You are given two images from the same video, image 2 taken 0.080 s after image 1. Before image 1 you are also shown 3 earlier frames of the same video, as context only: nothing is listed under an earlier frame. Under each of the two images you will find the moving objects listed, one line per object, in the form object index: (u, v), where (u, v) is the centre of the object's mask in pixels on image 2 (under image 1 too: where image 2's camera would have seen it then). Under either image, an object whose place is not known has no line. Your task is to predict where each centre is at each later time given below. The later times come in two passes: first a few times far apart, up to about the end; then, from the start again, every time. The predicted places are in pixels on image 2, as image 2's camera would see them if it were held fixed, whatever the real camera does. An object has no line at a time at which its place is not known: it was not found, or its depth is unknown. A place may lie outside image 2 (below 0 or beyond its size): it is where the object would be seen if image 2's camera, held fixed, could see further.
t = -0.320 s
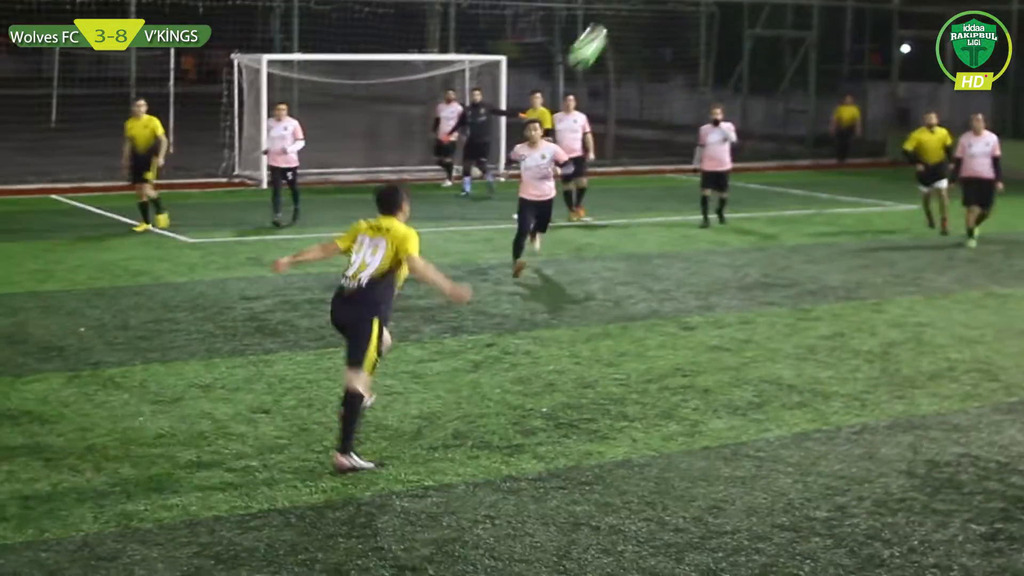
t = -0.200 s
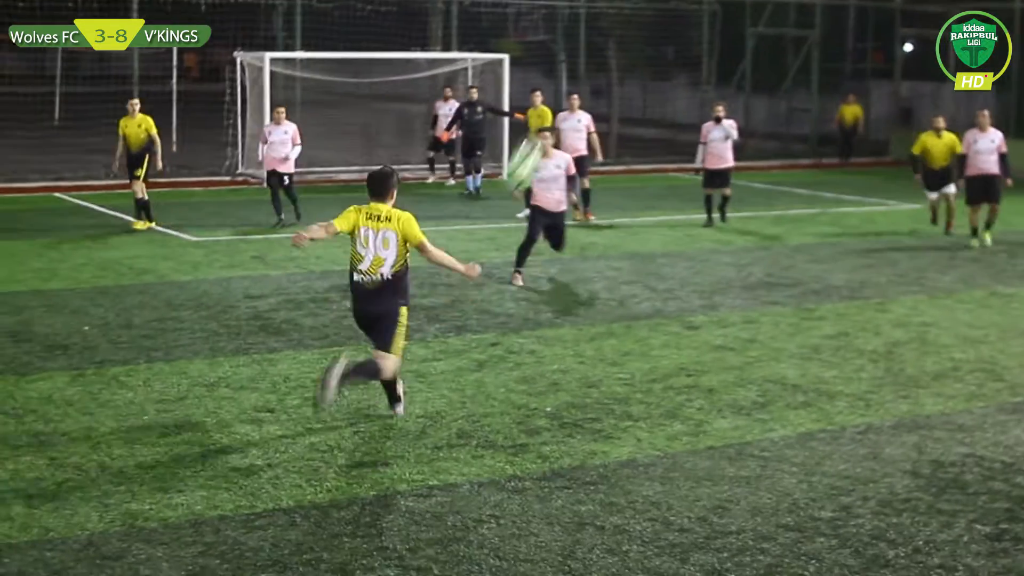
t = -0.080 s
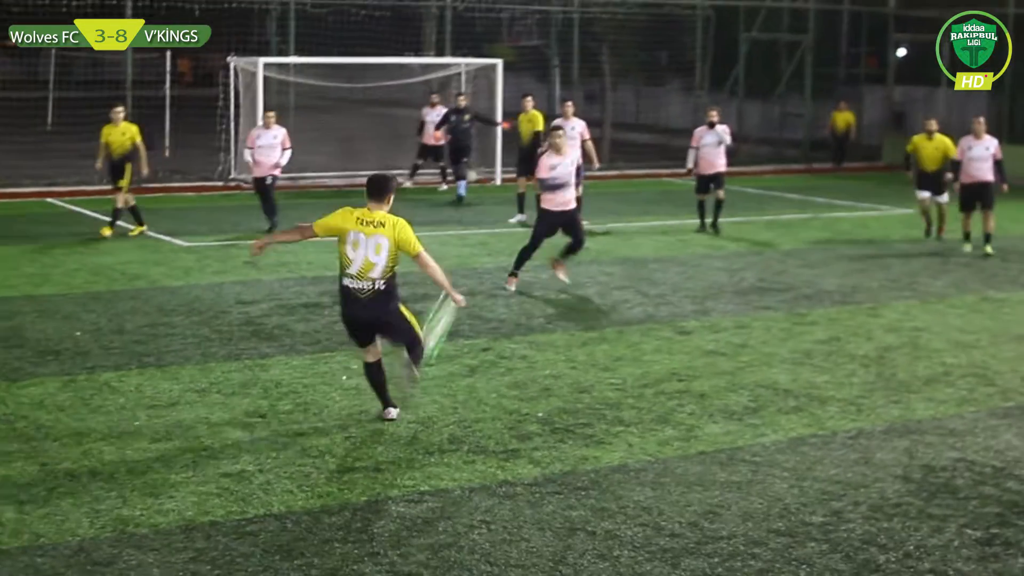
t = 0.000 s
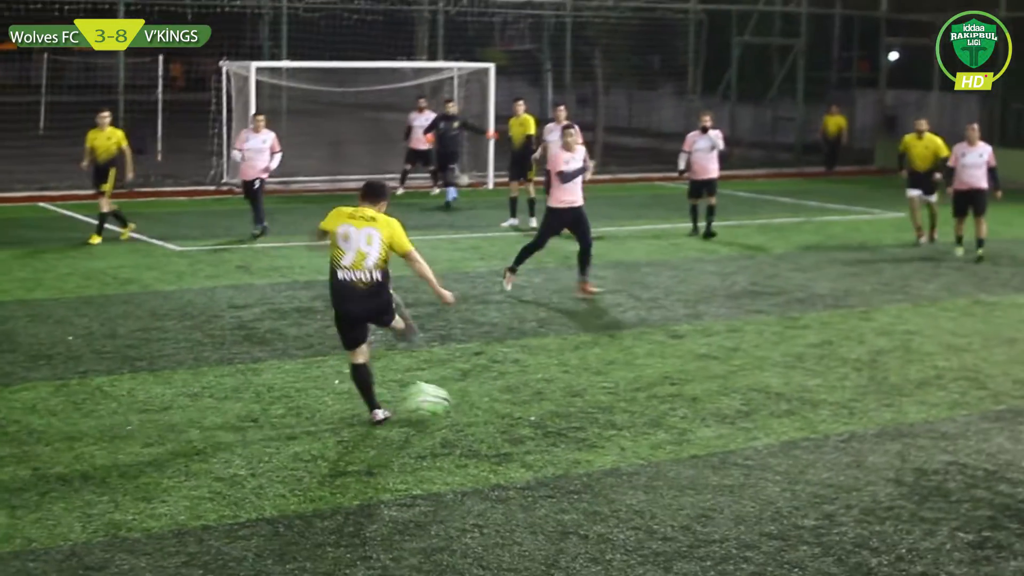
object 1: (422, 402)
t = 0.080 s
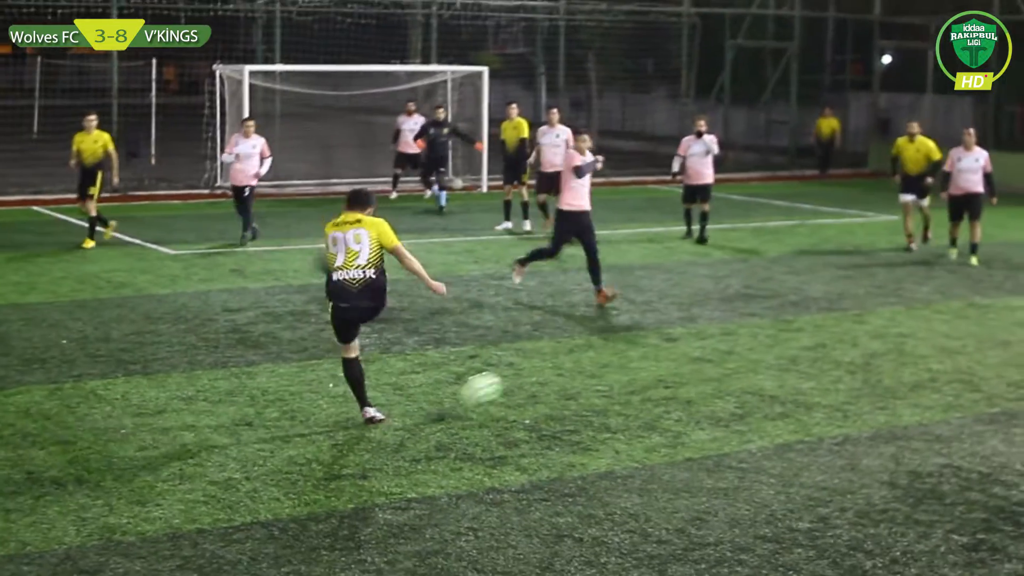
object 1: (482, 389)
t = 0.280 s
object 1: (617, 370)
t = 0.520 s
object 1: (754, 349)
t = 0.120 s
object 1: (510, 380)
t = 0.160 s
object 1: (539, 374)
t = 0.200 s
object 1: (566, 370)
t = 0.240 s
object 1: (593, 369)
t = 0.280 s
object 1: (617, 370)
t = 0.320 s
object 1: (643, 374)
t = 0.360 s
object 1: (666, 374)
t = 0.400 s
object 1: (690, 364)
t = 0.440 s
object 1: (712, 356)
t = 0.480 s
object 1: (734, 351)
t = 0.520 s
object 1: (754, 349)
